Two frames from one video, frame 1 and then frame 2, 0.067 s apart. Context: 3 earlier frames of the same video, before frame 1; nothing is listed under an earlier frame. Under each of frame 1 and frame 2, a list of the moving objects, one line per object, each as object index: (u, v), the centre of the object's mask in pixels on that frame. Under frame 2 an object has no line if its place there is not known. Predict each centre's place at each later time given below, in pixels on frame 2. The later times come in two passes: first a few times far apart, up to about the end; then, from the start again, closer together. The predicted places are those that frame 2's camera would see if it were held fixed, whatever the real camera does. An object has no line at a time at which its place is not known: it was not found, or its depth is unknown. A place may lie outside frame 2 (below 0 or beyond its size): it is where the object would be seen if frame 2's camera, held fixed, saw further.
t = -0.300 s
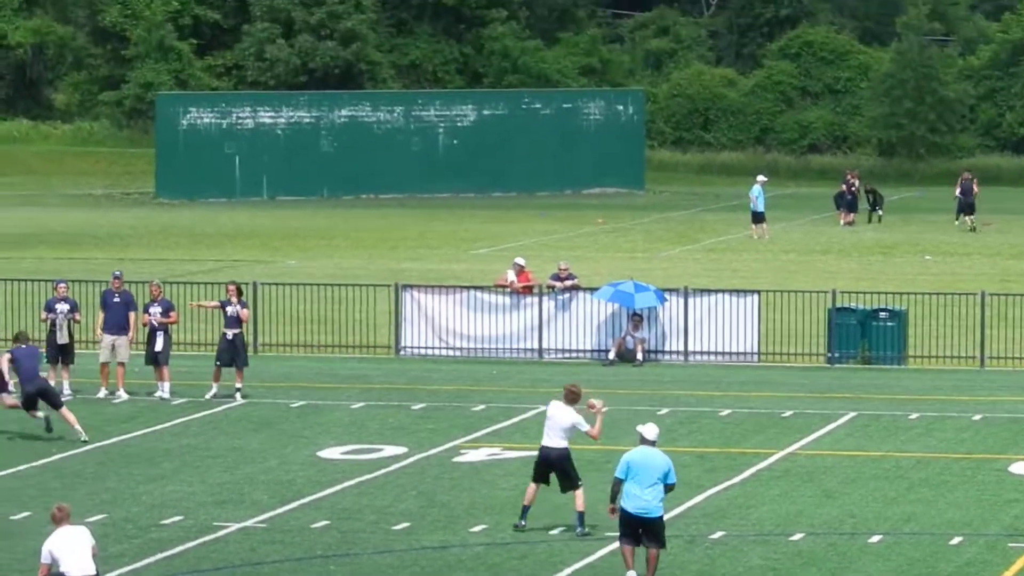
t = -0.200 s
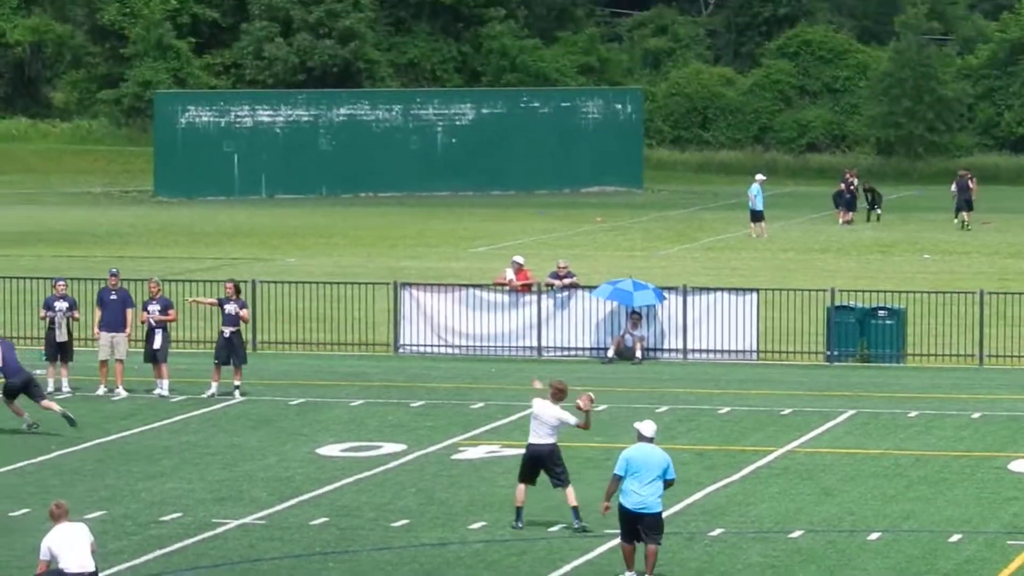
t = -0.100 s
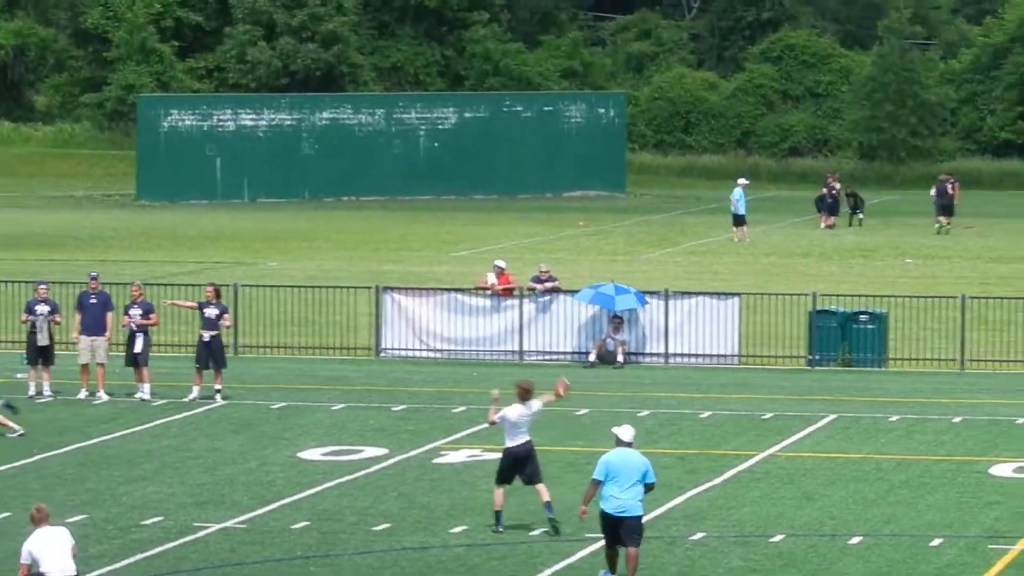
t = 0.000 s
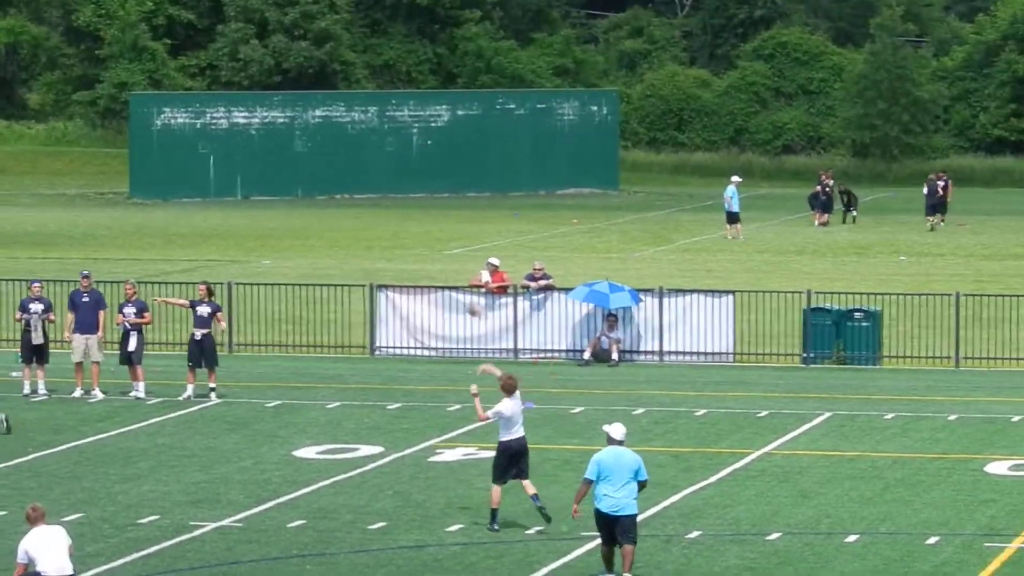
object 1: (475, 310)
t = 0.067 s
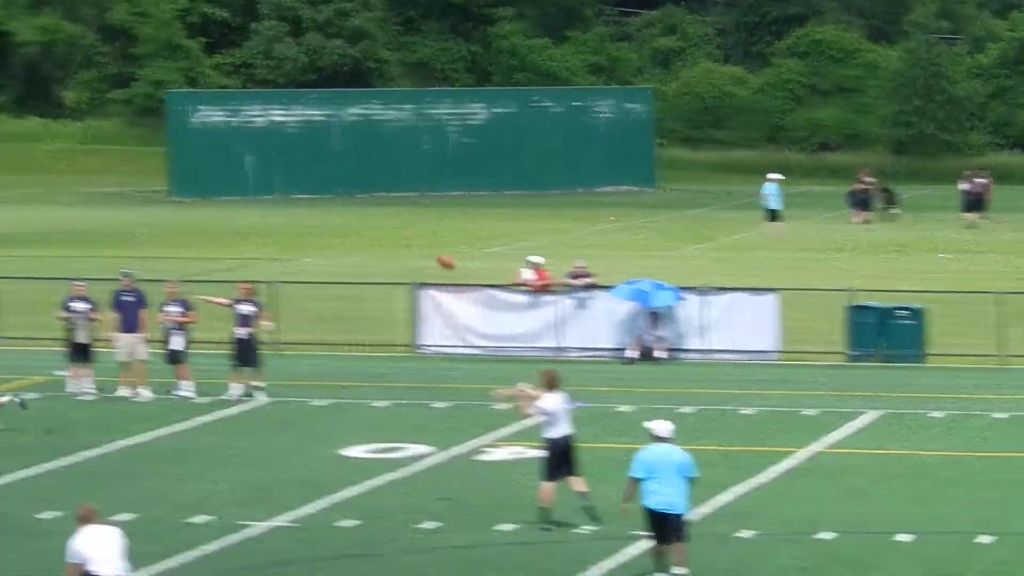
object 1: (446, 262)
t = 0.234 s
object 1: (282, 158)
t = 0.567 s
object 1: (-42, 33)
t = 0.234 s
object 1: (282, 158)
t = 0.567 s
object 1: (-42, 33)
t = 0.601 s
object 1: (-73, 24)
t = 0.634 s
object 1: (-96, 18)
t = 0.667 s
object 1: (-125, 9)
